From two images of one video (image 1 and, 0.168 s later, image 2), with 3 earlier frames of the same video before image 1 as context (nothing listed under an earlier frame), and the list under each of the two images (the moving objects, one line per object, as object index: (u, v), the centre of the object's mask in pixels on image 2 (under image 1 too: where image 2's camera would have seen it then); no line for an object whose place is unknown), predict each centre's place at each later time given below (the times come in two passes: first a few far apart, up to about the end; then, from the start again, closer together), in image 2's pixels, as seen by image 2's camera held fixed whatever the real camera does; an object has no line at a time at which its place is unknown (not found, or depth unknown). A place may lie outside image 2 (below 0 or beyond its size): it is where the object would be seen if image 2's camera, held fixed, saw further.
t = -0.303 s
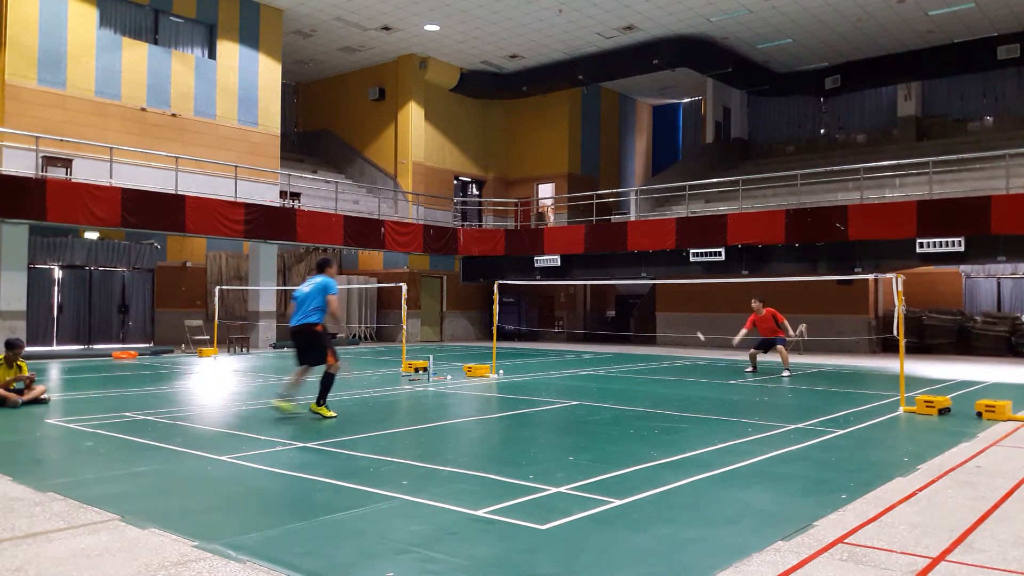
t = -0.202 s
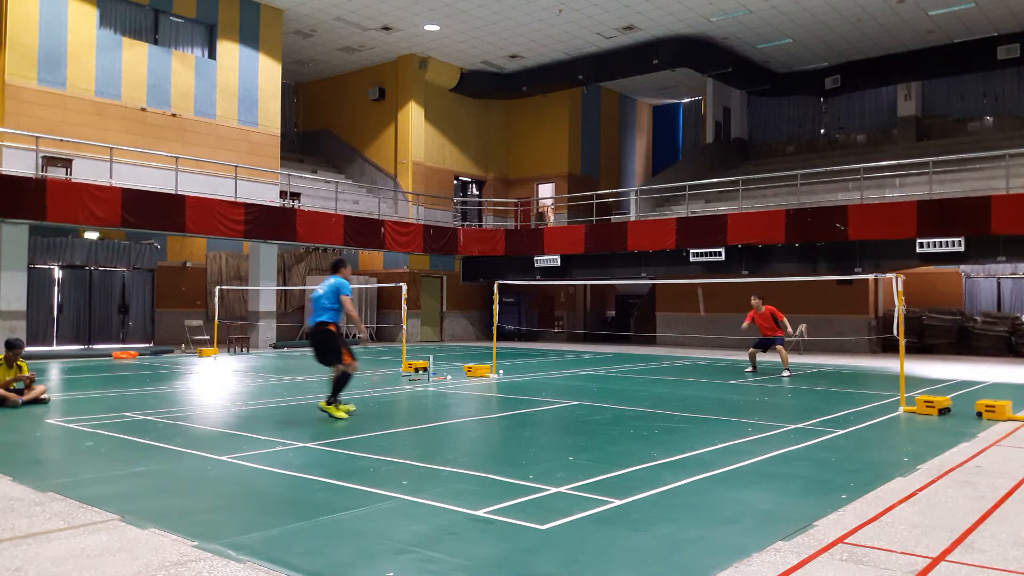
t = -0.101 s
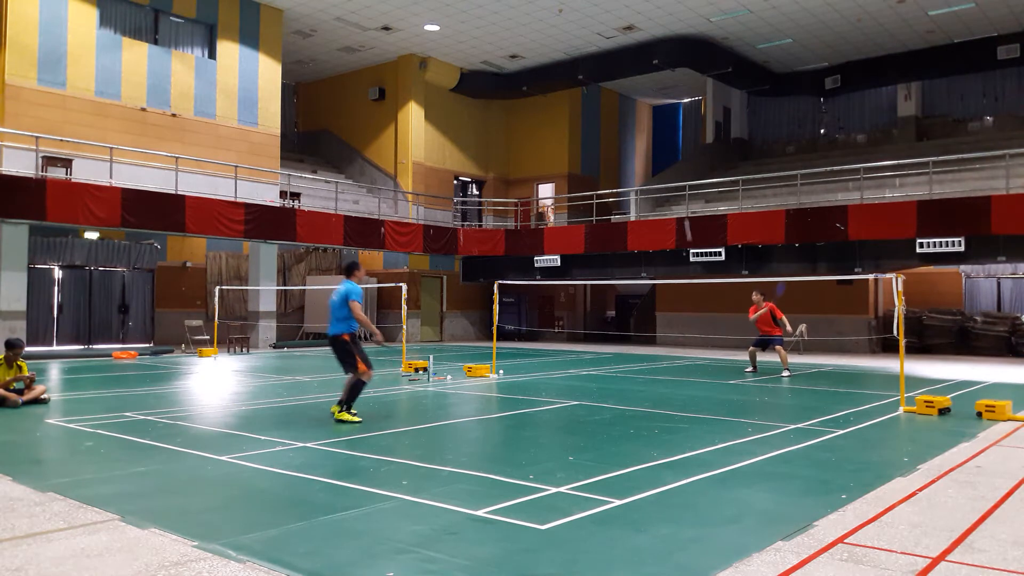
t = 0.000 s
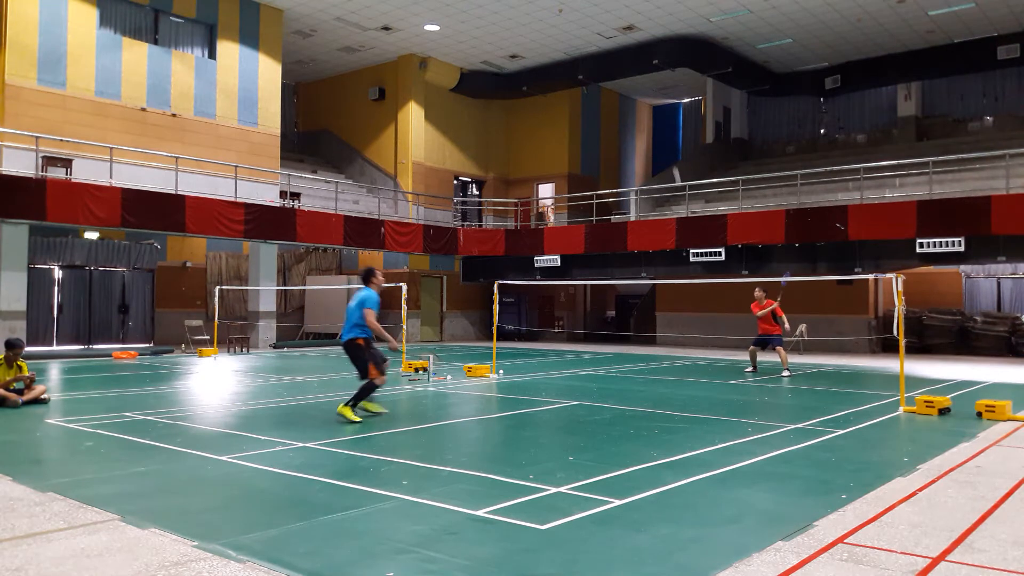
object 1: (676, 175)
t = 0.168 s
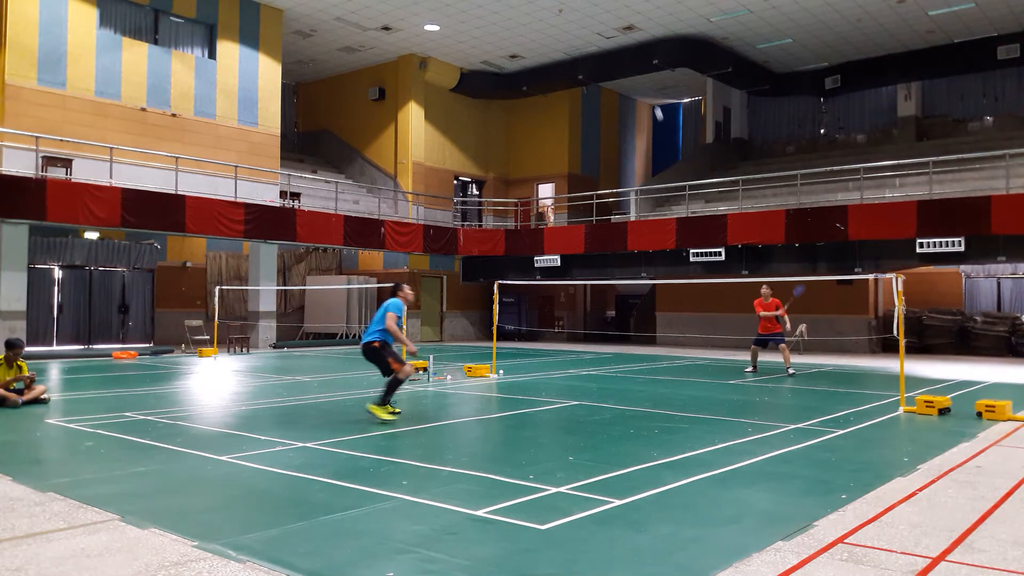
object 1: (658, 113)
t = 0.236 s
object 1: (651, 96)
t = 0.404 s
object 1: (632, 73)
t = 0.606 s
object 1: (605, 85)
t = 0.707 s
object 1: (590, 109)
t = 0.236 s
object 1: (651, 96)
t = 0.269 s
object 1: (647, 89)
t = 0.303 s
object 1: (644, 83)
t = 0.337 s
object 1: (640, 79)
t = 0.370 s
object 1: (636, 75)
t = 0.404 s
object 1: (632, 73)
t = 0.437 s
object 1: (628, 72)
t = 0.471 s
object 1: (623, 72)
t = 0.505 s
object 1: (619, 73)
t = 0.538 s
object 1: (614, 76)
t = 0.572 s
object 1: (610, 80)
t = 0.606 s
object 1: (605, 85)
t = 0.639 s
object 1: (600, 92)
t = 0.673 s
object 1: (595, 100)
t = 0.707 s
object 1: (590, 109)
